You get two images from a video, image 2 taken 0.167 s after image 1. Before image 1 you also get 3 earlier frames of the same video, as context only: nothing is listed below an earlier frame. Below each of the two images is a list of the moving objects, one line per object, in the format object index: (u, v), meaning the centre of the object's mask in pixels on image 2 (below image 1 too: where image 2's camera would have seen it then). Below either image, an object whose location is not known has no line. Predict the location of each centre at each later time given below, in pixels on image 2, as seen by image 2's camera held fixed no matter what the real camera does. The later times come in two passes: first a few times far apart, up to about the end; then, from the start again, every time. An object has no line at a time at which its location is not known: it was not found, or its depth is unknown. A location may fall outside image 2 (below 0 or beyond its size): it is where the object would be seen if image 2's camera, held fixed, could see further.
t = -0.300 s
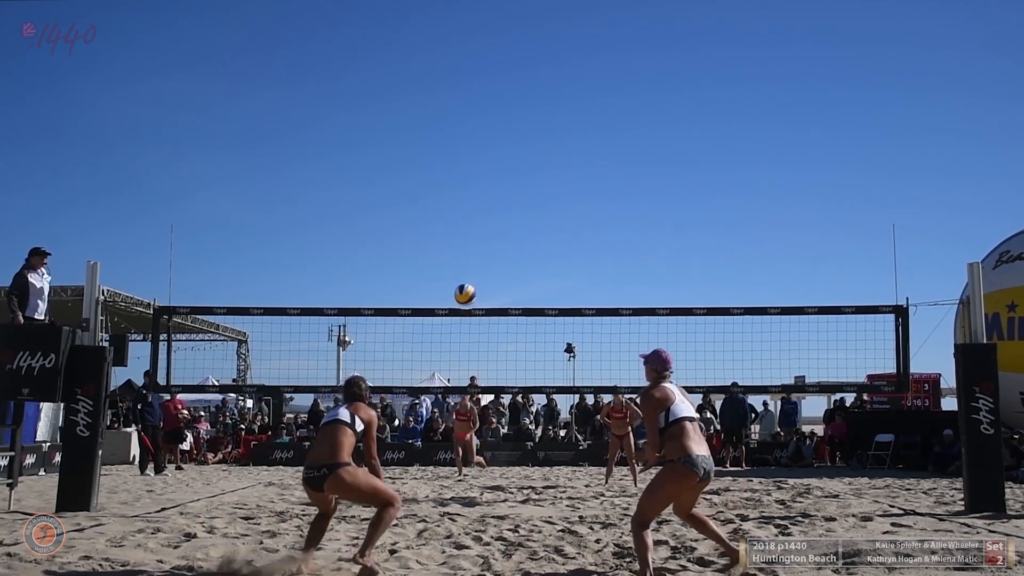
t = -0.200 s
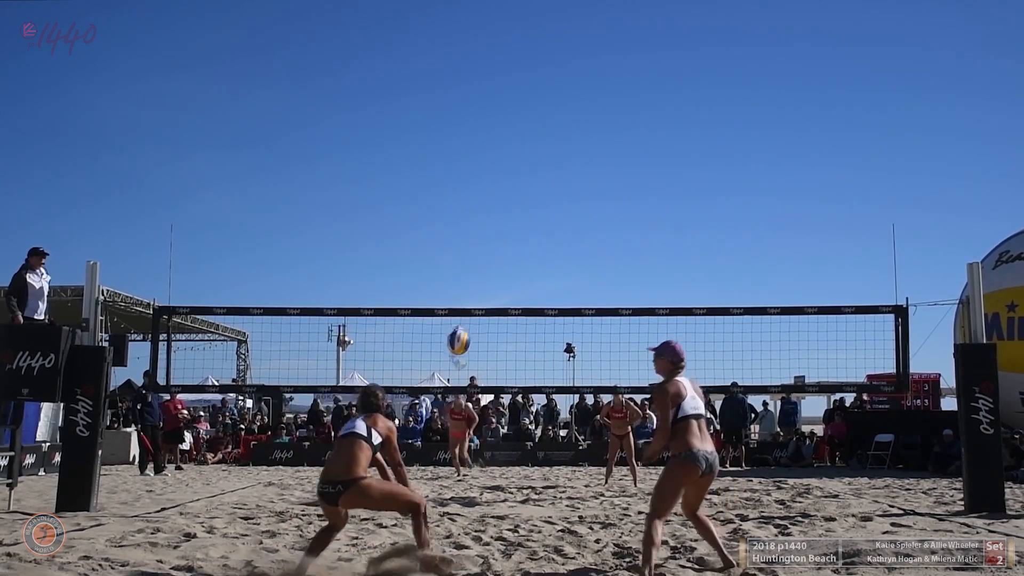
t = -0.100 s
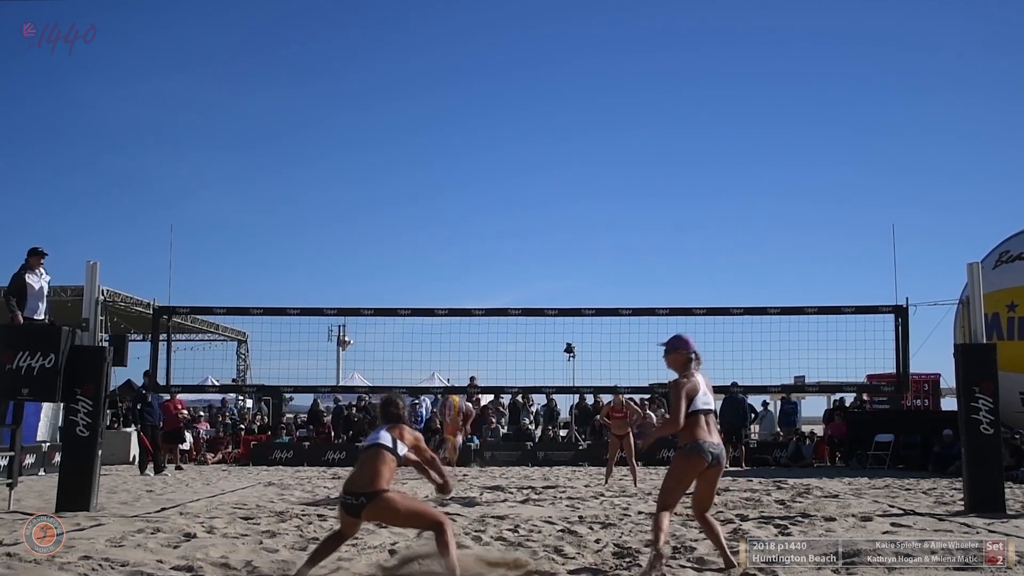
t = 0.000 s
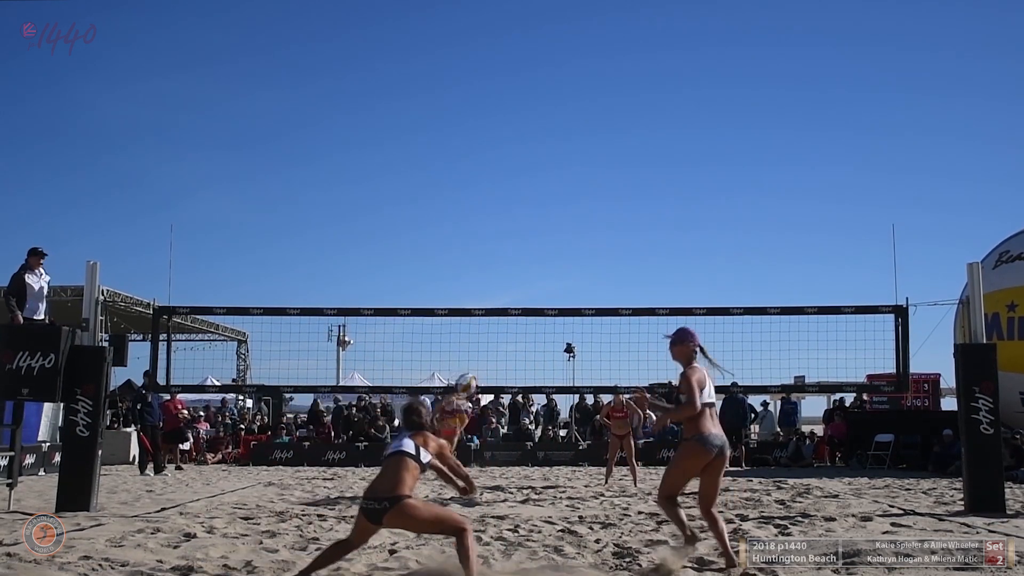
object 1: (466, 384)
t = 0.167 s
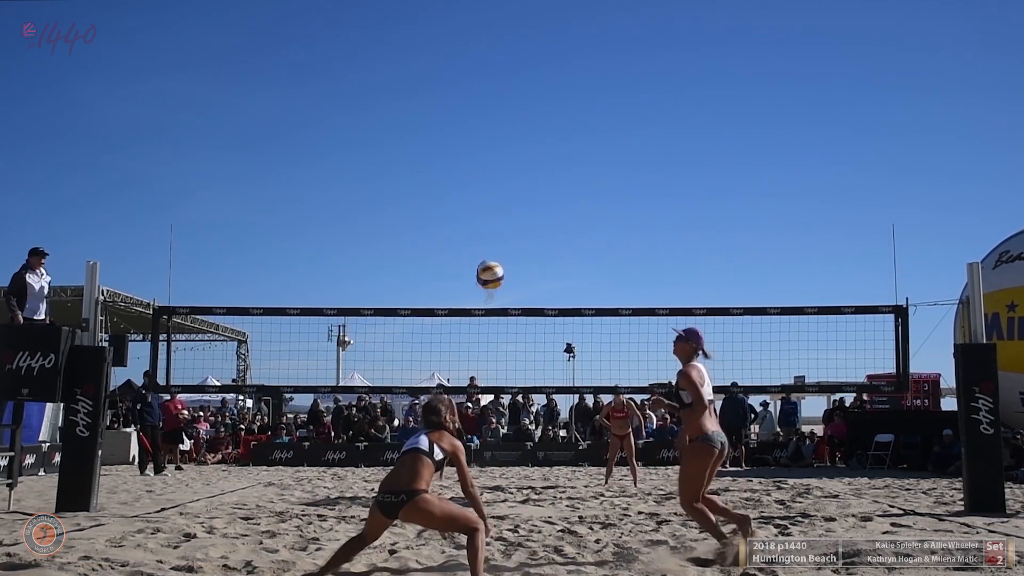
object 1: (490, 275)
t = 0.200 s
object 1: (496, 258)
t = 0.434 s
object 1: (534, 180)
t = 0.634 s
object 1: (564, 175)
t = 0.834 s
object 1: (590, 221)
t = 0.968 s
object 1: (606, 277)
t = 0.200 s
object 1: (496, 258)
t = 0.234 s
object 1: (502, 242)
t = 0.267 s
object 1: (508, 227)
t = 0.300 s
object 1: (513, 214)
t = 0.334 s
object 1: (518, 203)
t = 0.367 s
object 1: (523, 193)
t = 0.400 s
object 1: (529, 187)
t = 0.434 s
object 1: (534, 180)
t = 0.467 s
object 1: (540, 176)
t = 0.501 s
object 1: (544, 172)
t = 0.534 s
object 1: (549, 171)
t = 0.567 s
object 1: (554, 171)
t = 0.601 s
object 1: (559, 172)
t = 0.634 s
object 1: (564, 175)
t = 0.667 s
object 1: (568, 179)
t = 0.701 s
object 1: (572, 185)
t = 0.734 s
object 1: (577, 192)
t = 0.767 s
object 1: (581, 201)
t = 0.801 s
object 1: (586, 210)
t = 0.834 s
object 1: (590, 221)
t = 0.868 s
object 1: (594, 233)
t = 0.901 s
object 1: (598, 246)
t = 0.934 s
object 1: (602, 261)
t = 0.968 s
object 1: (606, 277)
